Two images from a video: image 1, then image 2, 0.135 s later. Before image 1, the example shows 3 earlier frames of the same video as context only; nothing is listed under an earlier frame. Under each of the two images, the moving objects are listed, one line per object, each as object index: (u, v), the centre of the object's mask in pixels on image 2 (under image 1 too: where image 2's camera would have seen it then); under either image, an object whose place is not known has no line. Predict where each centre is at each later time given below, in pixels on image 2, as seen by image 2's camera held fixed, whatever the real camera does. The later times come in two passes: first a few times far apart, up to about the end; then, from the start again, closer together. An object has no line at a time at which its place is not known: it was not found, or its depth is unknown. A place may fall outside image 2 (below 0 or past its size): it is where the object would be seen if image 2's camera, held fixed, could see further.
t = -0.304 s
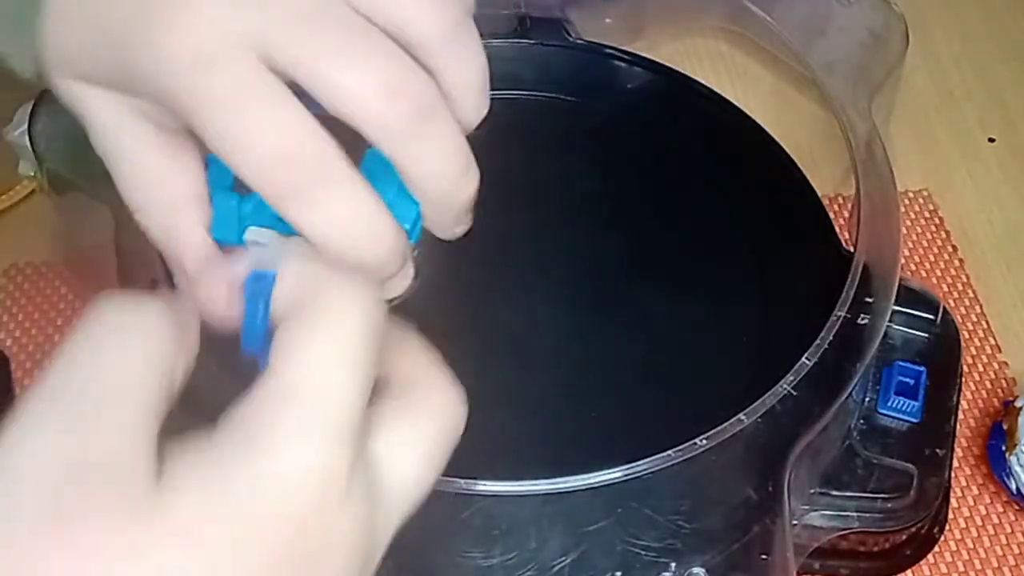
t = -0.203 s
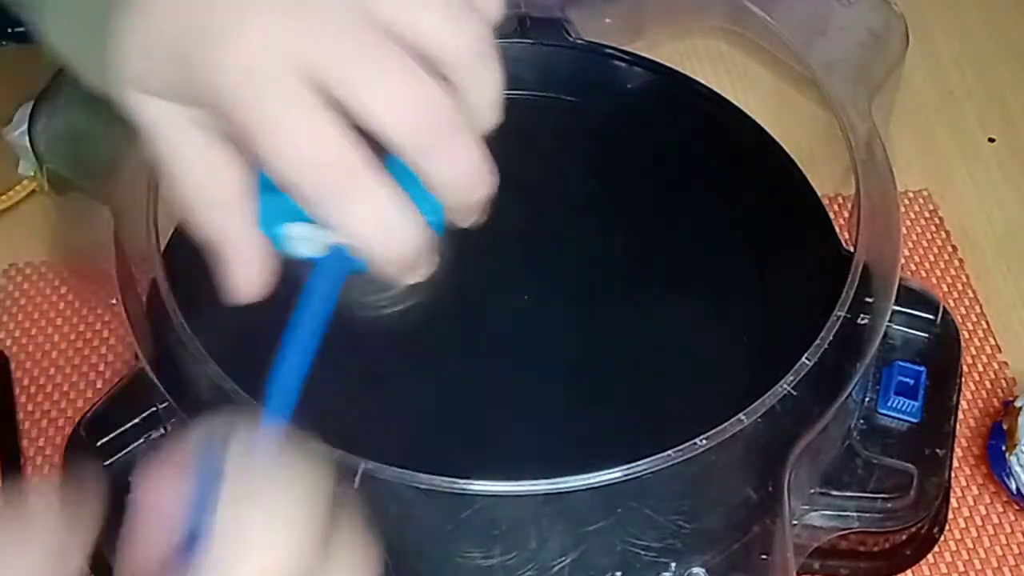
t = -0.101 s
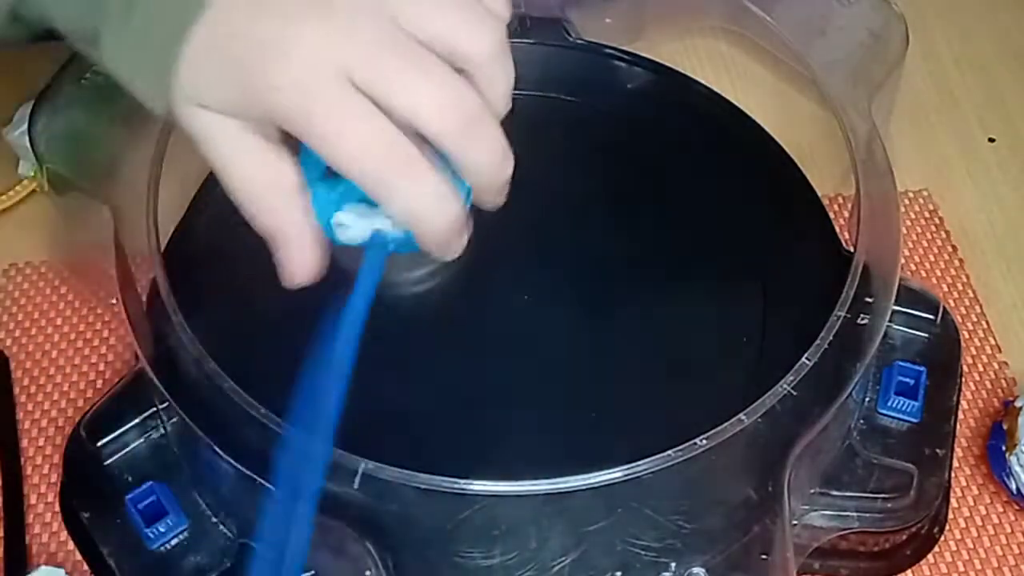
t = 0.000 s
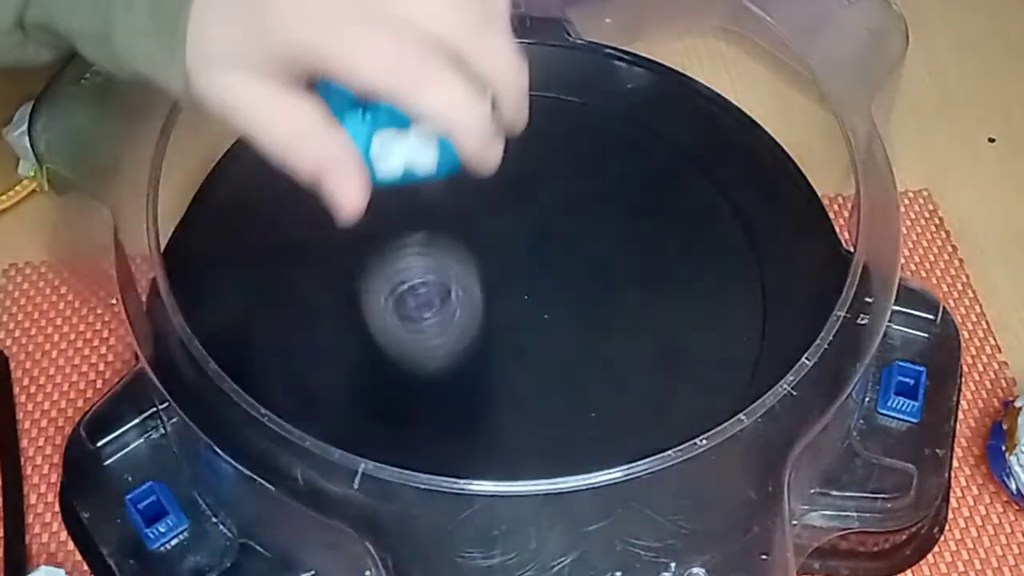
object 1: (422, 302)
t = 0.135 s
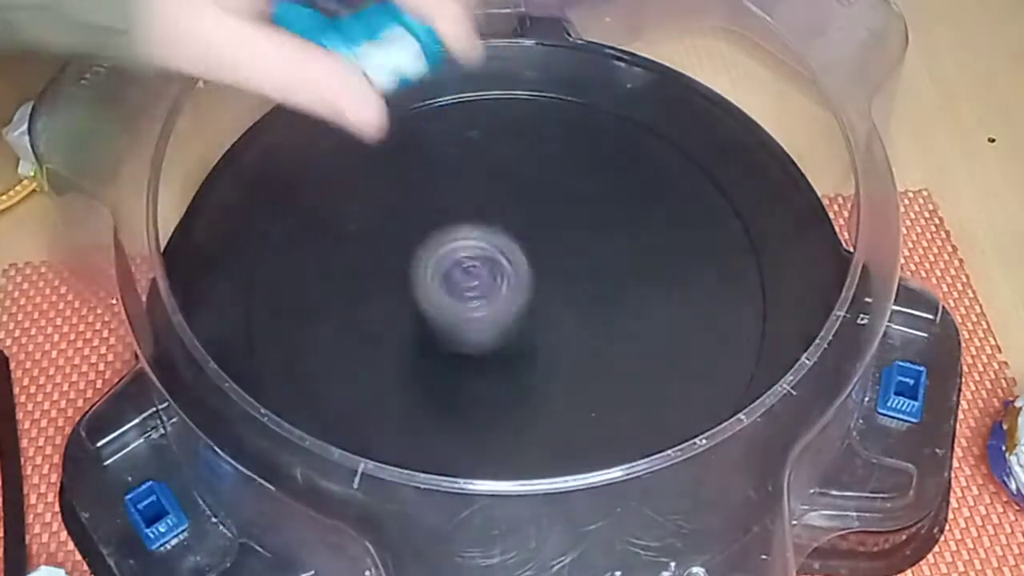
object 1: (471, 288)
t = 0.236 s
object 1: (513, 283)
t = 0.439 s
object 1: (553, 231)
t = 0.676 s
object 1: (488, 233)
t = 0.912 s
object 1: (505, 325)
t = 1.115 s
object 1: (609, 309)
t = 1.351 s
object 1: (553, 219)
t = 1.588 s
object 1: (419, 284)
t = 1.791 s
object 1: (496, 390)
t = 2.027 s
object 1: (637, 305)
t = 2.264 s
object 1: (511, 190)
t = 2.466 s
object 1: (368, 246)
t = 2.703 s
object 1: (485, 400)
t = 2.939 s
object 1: (631, 313)
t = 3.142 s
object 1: (548, 221)
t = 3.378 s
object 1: (411, 222)
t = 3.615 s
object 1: (455, 318)
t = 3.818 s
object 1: (602, 332)
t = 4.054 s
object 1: (593, 251)
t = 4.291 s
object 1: (459, 239)
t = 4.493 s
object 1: (438, 273)
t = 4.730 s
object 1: (477, 284)
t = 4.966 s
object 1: (507, 274)
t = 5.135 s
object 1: (507, 273)
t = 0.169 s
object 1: (486, 291)
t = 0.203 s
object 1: (499, 285)
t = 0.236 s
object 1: (513, 283)
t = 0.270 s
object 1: (525, 275)
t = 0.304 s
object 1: (539, 266)
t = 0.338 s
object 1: (549, 257)
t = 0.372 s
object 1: (555, 248)
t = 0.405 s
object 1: (555, 239)
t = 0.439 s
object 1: (553, 231)
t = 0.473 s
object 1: (547, 223)
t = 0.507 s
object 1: (539, 218)
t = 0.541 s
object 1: (530, 216)
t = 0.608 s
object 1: (509, 220)
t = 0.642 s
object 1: (498, 225)
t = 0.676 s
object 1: (488, 233)
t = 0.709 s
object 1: (480, 244)
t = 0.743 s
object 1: (473, 257)
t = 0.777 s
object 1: (471, 272)
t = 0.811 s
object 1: (474, 284)
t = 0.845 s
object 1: (480, 299)
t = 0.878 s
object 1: (491, 313)
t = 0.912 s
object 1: (505, 325)
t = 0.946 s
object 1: (522, 331)
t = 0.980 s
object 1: (541, 334)
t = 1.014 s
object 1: (559, 332)
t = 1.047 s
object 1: (577, 328)
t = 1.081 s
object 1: (594, 320)
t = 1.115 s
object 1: (609, 309)
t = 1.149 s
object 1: (619, 293)
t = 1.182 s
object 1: (622, 277)
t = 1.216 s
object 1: (620, 263)
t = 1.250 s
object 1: (610, 250)
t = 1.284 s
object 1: (596, 237)
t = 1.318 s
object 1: (576, 226)
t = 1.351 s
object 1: (553, 219)
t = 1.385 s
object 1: (529, 216)
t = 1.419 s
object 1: (504, 217)
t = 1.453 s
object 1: (478, 225)
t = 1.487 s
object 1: (457, 234)
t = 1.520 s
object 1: (439, 249)
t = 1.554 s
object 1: (426, 266)
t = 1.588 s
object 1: (419, 284)
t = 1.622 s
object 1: (416, 304)
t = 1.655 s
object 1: (420, 326)
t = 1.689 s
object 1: (430, 346)
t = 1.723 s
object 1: (446, 365)
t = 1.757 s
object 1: (469, 380)
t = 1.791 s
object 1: (496, 390)
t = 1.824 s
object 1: (525, 395)
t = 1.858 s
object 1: (554, 394)
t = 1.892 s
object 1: (581, 383)
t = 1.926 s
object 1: (605, 370)
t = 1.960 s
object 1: (622, 351)
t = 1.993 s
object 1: (633, 330)
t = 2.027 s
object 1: (637, 305)
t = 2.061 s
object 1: (635, 284)
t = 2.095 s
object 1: (626, 259)
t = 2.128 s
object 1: (612, 240)
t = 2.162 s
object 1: (592, 222)
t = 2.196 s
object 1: (568, 207)
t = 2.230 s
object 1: (541, 198)
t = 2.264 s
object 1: (511, 190)
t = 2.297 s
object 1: (481, 188)
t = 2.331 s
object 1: (452, 190)
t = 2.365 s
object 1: (425, 197)
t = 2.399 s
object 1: (403, 209)
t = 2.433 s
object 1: (383, 225)
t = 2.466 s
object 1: (368, 246)
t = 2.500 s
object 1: (359, 269)
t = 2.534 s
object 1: (359, 295)
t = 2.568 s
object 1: (368, 323)
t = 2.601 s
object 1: (388, 349)
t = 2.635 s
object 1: (416, 374)
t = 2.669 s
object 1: (449, 389)
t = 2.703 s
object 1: (485, 400)
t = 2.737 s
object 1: (520, 401)
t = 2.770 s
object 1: (551, 397)
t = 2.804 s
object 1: (580, 387)
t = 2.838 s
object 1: (603, 373)
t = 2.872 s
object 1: (618, 356)
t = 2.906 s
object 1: (628, 335)
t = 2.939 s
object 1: (631, 313)
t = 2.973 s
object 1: (629, 295)
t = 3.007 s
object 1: (622, 275)
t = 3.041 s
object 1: (609, 260)
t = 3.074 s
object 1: (592, 246)
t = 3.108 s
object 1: (570, 228)
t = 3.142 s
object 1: (548, 221)
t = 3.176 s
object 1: (527, 213)
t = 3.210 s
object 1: (503, 210)
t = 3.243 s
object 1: (482, 201)
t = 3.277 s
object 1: (460, 197)
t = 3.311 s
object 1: (442, 206)
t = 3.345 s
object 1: (424, 217)
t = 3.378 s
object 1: (411, 222)
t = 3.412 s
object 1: (402, 236)
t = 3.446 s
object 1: (399, 243)
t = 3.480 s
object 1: (399, 260)
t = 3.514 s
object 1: (404, 275)
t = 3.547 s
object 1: (415, 286)
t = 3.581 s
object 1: (434, 306)
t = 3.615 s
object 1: (455, 318)
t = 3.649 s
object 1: (479, 322)
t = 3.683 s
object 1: (507, 332)
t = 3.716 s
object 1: (534, 339)
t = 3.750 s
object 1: (558, 332)
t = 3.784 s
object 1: (583, 329)
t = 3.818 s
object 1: (602, 332)
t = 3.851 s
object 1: (615, 315)
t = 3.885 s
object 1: (626, 298)
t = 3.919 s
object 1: (631, 295)
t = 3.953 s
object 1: (630, 280)
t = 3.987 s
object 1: (620, 265)
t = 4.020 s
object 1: (609, 260)
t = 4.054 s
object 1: (593, 251)
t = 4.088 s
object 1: (570, 231)
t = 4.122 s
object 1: (548, 225)
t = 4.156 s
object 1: (526, 228)
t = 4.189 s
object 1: (508, 233)
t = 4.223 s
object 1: (490, 235)
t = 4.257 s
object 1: (470, 234)
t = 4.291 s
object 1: (459, 239)
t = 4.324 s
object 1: (447, 242)
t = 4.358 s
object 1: (437, 244)
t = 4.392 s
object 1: (434, 251)
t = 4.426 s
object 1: (432, 258)
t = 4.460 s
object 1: (433, 265)
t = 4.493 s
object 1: (438, 273)
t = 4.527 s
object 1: (441, 275)
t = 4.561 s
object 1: (445, 280)
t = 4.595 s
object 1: (452, 284)
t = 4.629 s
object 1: (460, 284)
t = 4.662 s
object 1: (470, 285)
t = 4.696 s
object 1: (475, 287)
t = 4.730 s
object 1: (477, 284)
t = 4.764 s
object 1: (484, 285)
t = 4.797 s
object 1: (490, 282)
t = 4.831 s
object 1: (497, 280)
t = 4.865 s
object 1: (500, 279)
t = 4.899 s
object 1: (505, 277)
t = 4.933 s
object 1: (508, 276)
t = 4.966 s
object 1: (507, 274)
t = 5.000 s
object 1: (508, 275)
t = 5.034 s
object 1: (507, 276)
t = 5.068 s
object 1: (507, 276)
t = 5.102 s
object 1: (506, 275)
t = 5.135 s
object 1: (507, 273)
